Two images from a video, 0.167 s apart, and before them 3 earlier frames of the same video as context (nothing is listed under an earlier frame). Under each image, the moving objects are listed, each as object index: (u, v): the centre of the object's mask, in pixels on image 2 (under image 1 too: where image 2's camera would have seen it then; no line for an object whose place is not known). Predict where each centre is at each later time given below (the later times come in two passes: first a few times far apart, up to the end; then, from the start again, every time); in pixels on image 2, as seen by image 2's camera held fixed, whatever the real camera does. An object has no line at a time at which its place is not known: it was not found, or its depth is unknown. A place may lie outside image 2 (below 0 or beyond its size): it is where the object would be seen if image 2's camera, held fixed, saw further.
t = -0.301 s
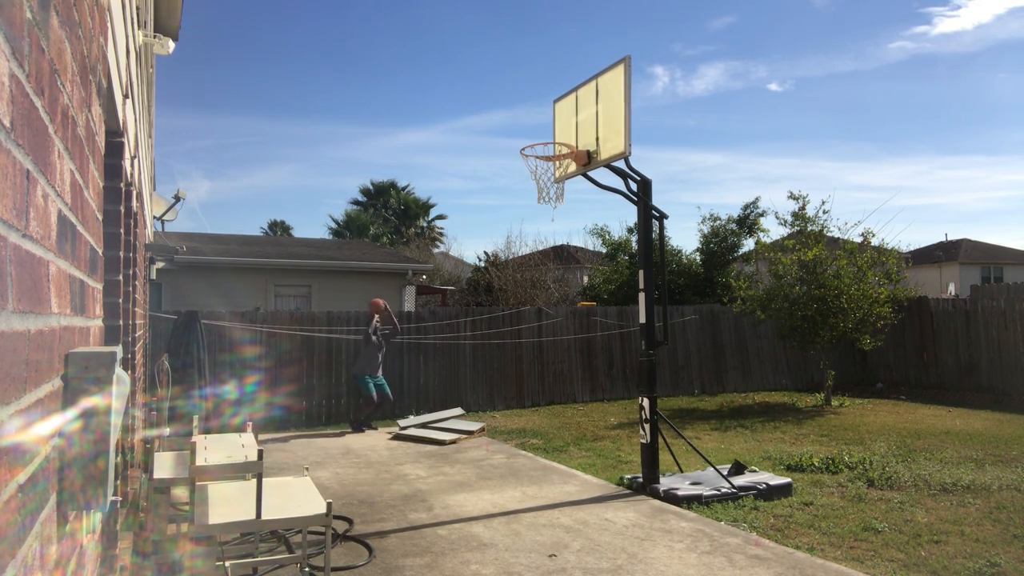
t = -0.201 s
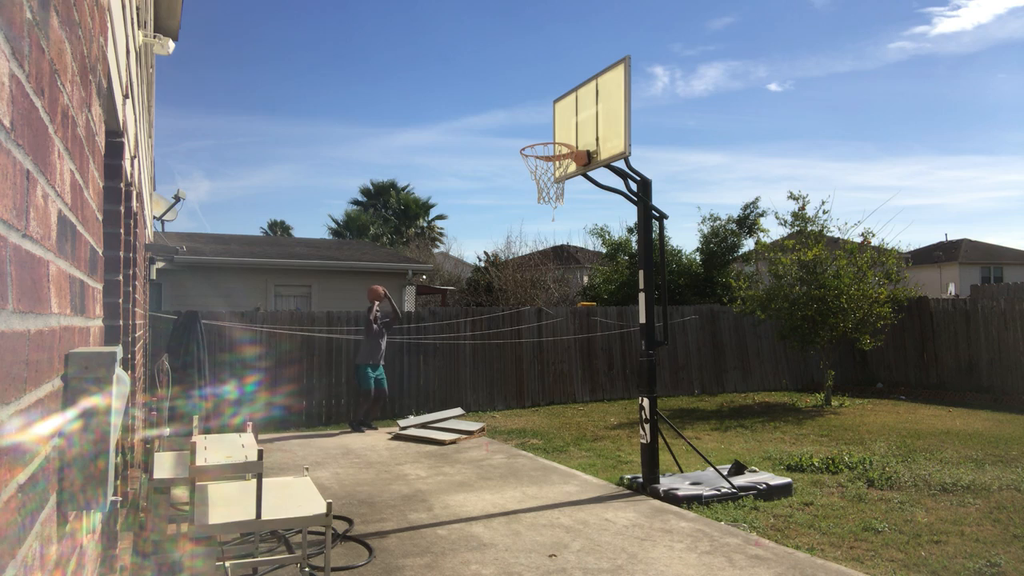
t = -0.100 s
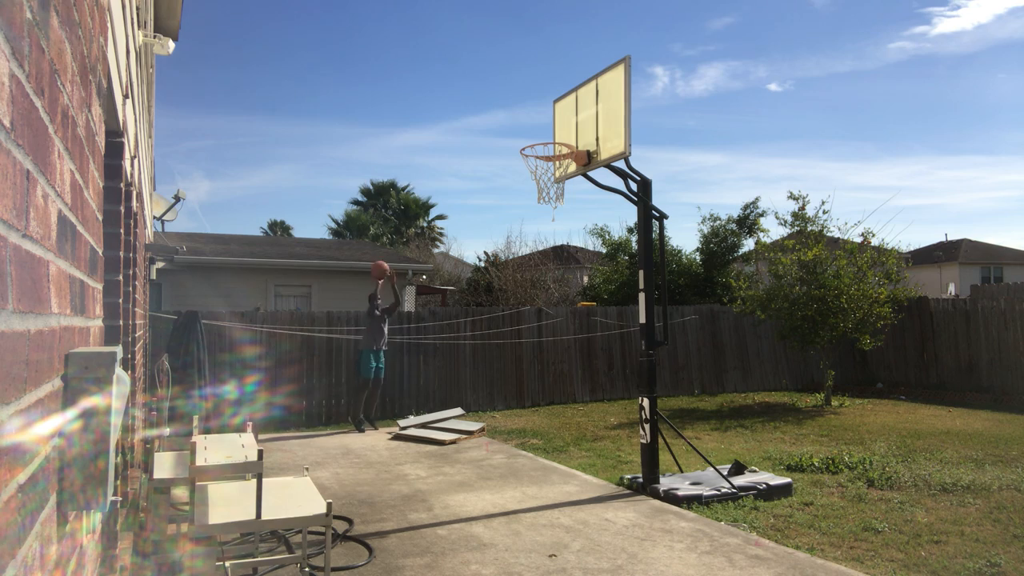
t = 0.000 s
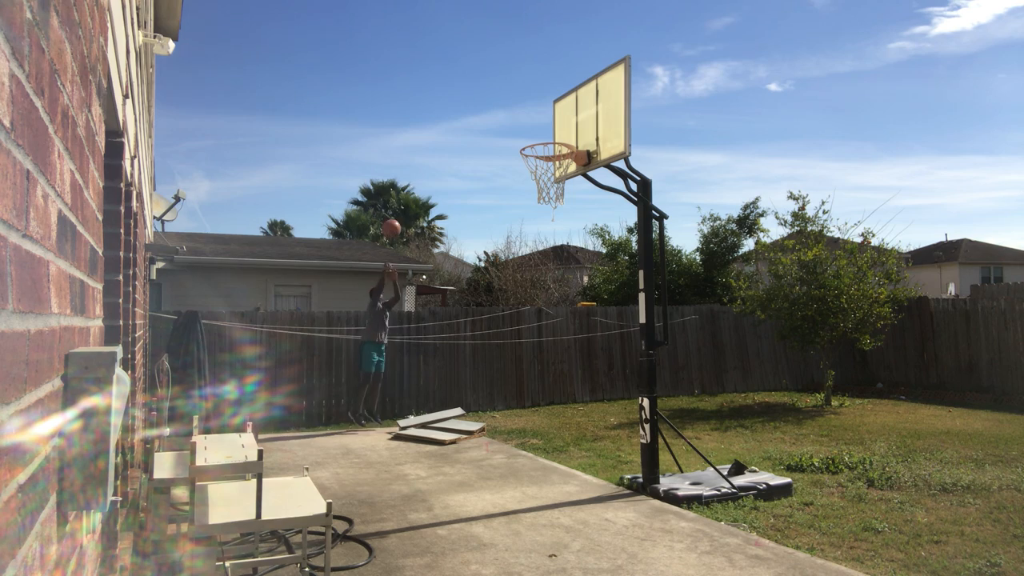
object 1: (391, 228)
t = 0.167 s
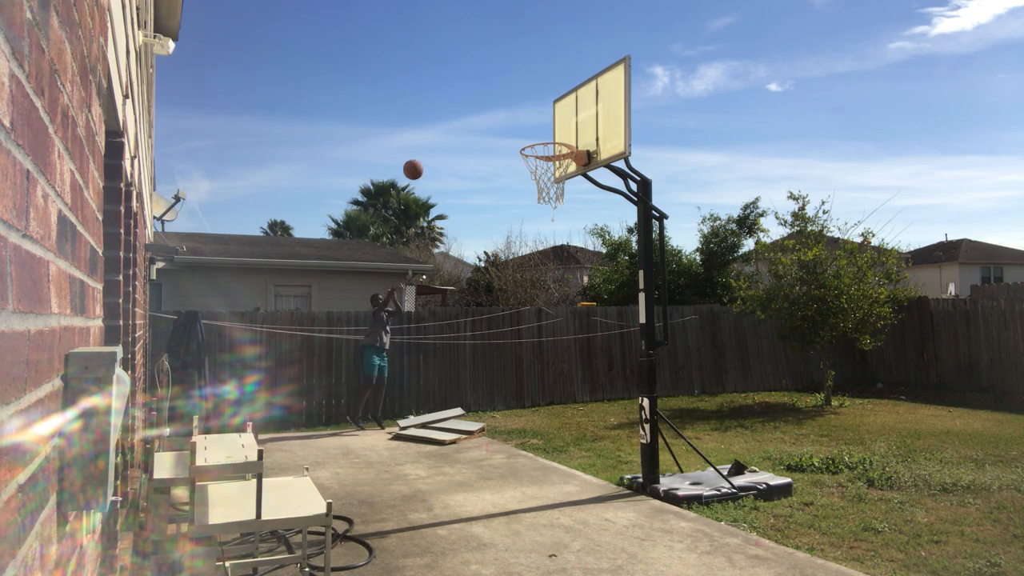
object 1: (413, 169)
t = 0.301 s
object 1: (432, 134)
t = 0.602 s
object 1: (483, 100)
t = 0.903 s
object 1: (547, 154)
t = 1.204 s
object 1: (575, 197)
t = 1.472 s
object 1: (592, 309)
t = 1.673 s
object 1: (608, 455)
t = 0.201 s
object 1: (418, 159)
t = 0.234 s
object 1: (422, 150)
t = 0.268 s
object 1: (427, 142)
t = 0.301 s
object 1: (432, 134)
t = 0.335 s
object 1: (437, 127)
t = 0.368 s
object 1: (442, 120)
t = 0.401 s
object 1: (448, 114)
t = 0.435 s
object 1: (453, 110)
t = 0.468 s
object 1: (459, 106)
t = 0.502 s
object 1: (465, 103)
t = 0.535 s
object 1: (470, 101)
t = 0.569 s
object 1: (476, 100)
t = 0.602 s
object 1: (483, 100)
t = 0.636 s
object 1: (489, 102)
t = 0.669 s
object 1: (496, 104)
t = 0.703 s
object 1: (503, 107)
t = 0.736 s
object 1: (510, 112)
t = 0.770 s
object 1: (517, 119)
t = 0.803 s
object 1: (524, 126)
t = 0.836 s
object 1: (532, 135)
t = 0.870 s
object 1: (540, 144)
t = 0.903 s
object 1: (547, 154)
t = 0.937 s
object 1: (556, 165)
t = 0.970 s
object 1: (560, 169)
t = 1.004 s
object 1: (562, 172)
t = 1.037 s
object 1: (566, 172)
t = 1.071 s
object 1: (566, 174)
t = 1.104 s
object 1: (569, 177)
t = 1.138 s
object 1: (571, 182)
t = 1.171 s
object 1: (573, 189)
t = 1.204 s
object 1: (575, 197)
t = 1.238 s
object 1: (577, 206)
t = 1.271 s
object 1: (579, 217)
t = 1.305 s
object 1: (581, 229)
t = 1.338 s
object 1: (583, 242)
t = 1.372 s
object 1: (586, 257)
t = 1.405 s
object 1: (588, 273)
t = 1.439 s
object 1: (590, 291)
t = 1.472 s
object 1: (592, 309)
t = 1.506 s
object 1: (595, 330)
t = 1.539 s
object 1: (597, 352)
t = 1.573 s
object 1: (600, 375)
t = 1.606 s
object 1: (603, 400)
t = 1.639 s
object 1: (605, 427)
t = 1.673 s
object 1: (608, 455)
